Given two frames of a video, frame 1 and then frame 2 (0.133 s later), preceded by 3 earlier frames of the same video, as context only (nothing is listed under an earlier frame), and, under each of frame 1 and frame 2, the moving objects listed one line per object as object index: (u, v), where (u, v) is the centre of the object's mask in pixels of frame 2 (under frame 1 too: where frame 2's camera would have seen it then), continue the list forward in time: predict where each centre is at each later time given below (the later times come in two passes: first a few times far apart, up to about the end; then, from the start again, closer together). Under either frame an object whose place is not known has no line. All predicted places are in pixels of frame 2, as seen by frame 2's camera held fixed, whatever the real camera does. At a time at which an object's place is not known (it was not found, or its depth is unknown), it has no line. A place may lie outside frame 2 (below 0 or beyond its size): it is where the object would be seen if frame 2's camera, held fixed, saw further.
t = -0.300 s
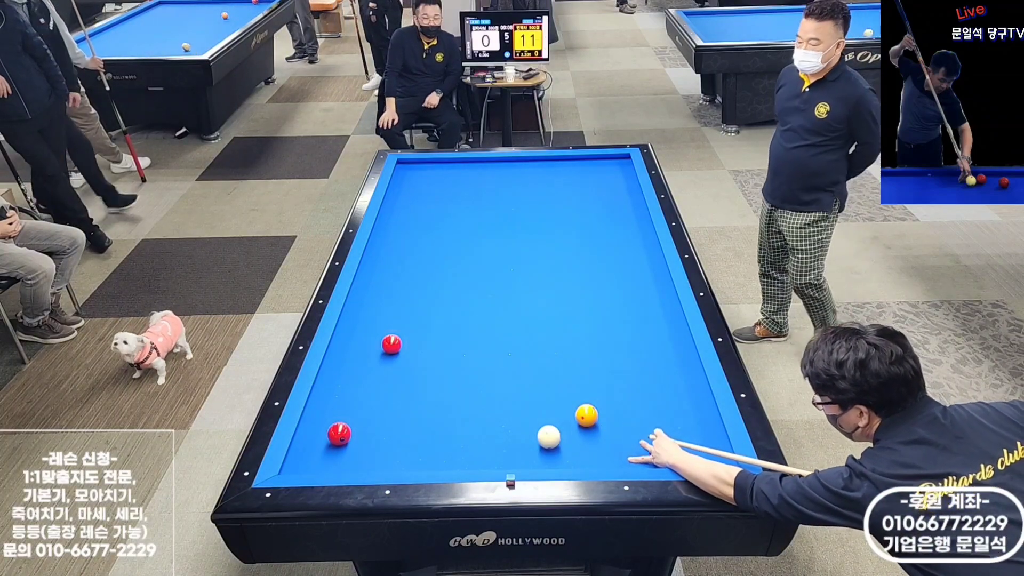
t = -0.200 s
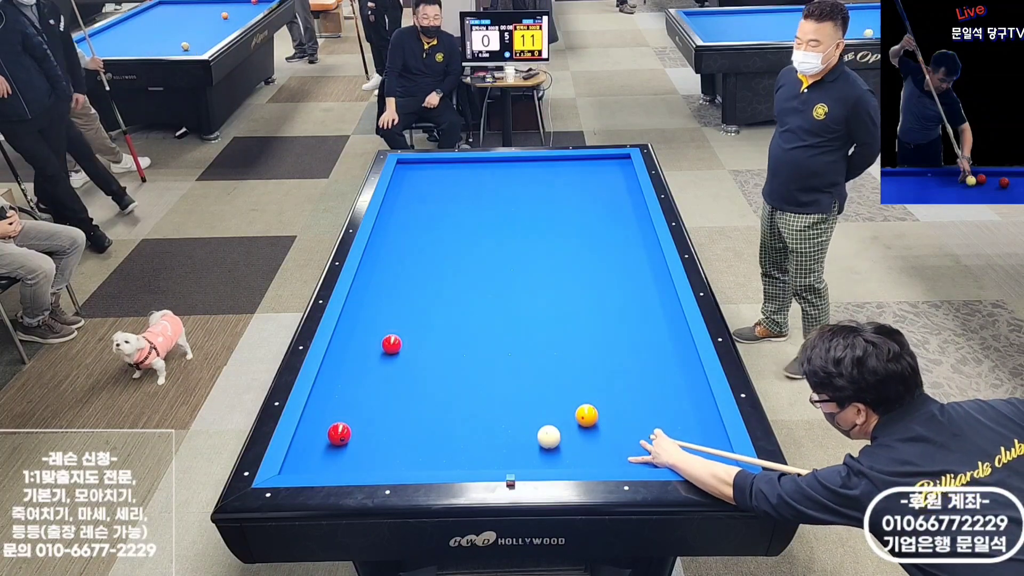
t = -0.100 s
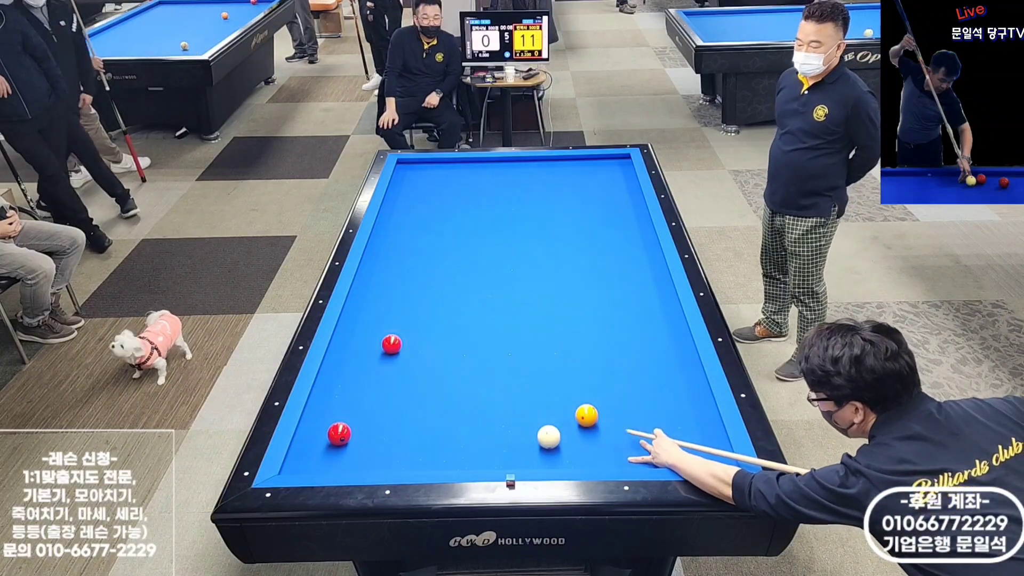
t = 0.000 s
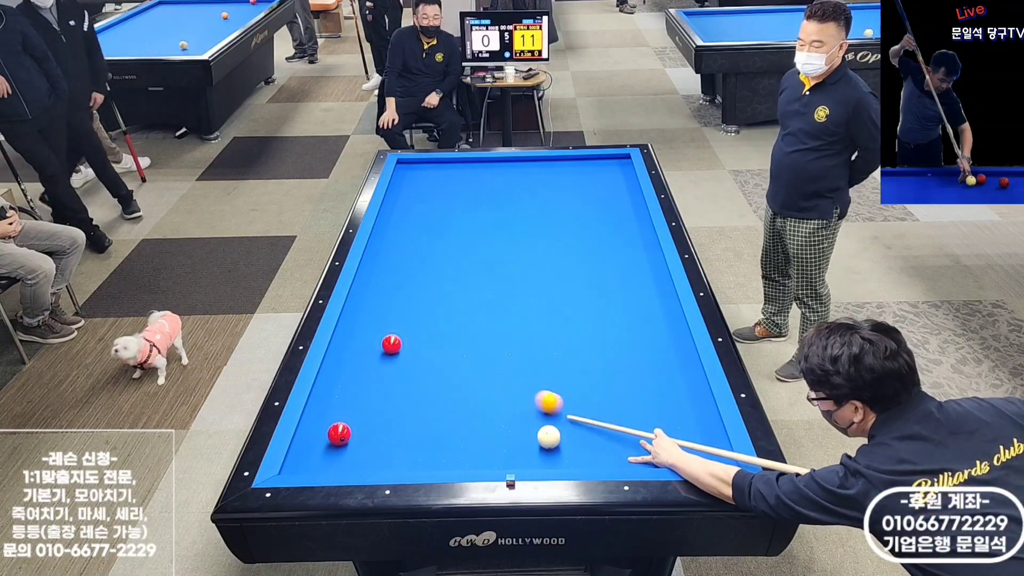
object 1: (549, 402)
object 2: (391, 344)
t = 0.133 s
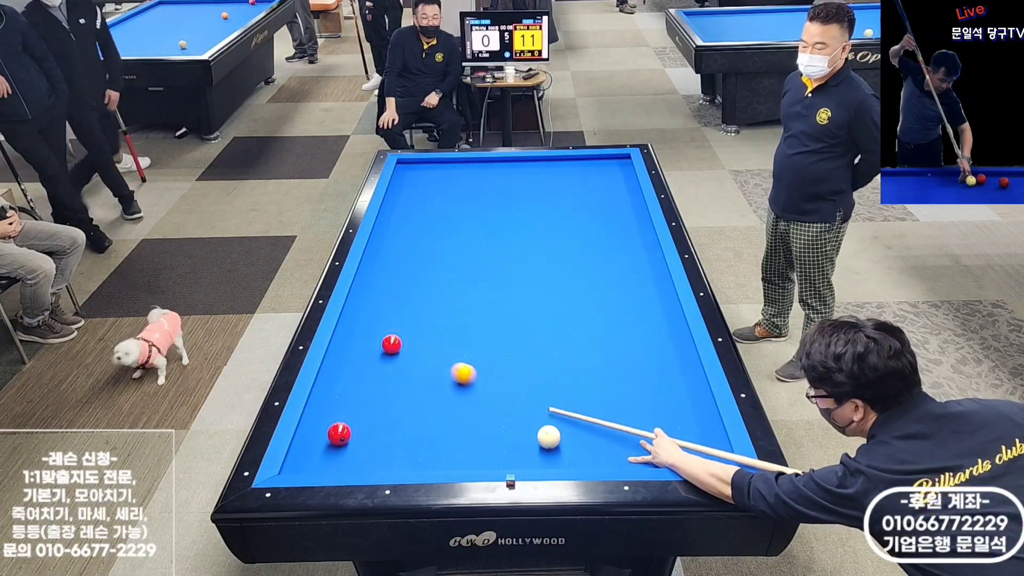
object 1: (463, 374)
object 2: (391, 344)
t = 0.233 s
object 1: (409, 356)
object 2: (391, 344)
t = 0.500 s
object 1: (350, 372)
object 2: (362, 297)
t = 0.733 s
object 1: (329, 389)
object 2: (402, 269)
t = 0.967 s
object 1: (340, 410)
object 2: (432, 245)
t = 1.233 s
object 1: (358, 423)
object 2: (462, 221)
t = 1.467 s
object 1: (377, 428)
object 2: (485, 203)
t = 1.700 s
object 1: (396, 434)
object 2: (506, 186)
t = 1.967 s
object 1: (416, 440)
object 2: (528, 168)
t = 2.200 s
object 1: (434, 444)
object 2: (545, 162)
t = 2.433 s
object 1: (451, 449)
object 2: (563, 170)
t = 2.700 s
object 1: (470, 454)
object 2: (585, 179)
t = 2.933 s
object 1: (486, 458)
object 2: (604, 187)
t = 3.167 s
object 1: (501, 460)
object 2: (624, 195)
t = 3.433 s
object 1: (519, 460)
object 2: (634, 204)
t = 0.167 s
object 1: (444, 367)
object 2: (391, 344)
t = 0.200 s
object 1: (426, 361)
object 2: (391, 344)
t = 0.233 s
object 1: (409, 356)
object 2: (391, 344)
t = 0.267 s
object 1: (397, 354)
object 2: (387, 339)
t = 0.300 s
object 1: (388, 357)
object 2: (381, 333)
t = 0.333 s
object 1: (381, 359)
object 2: (375, 326)
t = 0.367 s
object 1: (373, 362)
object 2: (368, 320)
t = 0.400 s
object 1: (367, 365)
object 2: (362, 314)
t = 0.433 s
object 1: (361, 367)
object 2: (356, 308)
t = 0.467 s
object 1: (355, 369)
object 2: (354, 302)
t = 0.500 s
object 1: (350, 372)
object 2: (362, 297)
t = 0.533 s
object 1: (344, 374)
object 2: (369, 293)
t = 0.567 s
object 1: (339, 377)
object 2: (375, 289)
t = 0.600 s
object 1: (334, 379)
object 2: (382, 284)
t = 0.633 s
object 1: (328, 381)
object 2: (387, 280)
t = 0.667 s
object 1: (324, 384)
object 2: (392, 277)
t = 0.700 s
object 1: (327, 387)
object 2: (397, 273)
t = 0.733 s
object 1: (329, 389)
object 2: (402, 269)
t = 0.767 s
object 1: (331, 392)
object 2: (406, 266)
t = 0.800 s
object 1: (332, 395)
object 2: (411, 262)
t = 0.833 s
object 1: (334, 398)
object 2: (415, 259)
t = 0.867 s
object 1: (335, 401)
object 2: (419, 255)
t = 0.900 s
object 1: (337, 404)
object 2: (423, 252)
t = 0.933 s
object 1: (338, 407)
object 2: (428, 249)
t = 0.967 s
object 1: (340, 410)
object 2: (432, 245)
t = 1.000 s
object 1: (342, 412)
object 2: (436, 242)
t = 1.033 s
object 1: (343, 414)
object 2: (440, 239)
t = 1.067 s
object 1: (345, 417)
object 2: (443, 236)
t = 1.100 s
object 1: (348, 419)
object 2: (447, 233)
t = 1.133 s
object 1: (351, 420)
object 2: (451, 230)
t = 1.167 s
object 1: (353, 421)
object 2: (455, 227)
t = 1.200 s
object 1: (356, 422)
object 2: (458, 224)
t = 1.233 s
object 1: (358, 423)
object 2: (462, 221)
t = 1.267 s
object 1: (361, 424)
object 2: (465, 218)
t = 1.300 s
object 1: (364, 424)
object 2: (469, 216)
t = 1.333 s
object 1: (367, 425)
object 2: (472, 213)
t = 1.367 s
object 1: (369, 426)
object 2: (475, 210)
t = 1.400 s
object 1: (372, 427)
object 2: (479, 208)
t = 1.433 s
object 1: (374, 427)
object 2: (482, 205)
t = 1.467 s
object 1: (377, 428)
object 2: (485, 203)
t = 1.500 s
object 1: (380, 429)
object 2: (488, 200)
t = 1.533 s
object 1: (382, 430)
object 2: (491, 197)
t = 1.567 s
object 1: (385, 431)
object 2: (494, 195)
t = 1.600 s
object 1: (388, 431)
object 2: (497, 193)
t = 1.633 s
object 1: (390, 432)
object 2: (500, 190)
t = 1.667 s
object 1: (393, 433)
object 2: (503, 188)
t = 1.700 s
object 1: (396, 434)
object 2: (506, 186)
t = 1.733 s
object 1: (398, 435)
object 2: (509, 183)
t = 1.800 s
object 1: (403, 436)
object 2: (514, 179)
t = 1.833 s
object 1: (406, 437)
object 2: (517, 177)
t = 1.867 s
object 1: (408, 437)
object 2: (520, 174)
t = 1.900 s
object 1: (411, 438)
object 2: (522, 172)
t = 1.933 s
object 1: (414, 439)
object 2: (525, 170)
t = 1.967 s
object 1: (416, 440)
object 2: (528, 168)
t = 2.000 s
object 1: (419, 440)
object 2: (530, 166)
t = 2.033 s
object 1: (421, 441)
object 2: (533, 164)
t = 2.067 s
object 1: (424, 442)
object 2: (535, 162)
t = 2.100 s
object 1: (426, 442)
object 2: (538, 160)
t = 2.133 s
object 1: (429, 443)
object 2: (540, 159)
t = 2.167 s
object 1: (431, 444)
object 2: (543, 161)
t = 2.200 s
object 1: (434, 444)
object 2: (545, 162)
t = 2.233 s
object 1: (436, 445)
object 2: (548, 163)
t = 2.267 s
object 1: (439, 446)
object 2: (550, 165)
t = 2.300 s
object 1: (441, 446)
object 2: (553, 166)
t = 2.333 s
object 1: (444, 447)
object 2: (555, 167)
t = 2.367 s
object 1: (446, 448)
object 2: (558, 168)
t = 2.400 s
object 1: (448, 448)
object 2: (561, 169)
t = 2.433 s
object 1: (451, 449)
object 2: (563, 170)
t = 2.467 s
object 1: (453, 450)
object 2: (566, 171)
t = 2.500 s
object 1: (455, 450)
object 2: (569, 172)
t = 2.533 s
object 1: (458, 451)
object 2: (571, 173)
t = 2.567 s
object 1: (460, 452)
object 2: (574, 175)
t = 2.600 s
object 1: (463, 452)
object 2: (577, 176)
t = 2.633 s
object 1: (465, 453)
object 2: (579, 177)
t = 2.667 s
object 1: (467, 454)
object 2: (582, 178)
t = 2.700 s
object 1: (470, 454)
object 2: (585, 179)
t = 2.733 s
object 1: (472, 455)
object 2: (588, 180)
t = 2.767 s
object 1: (474, 456)
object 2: (590, 181)
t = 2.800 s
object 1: (477, 456)
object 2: (593, 182)
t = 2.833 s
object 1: (479, 457)
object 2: (596, 183)
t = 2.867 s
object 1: (481, 457)
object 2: (598, 185)
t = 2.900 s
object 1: (484, 458)
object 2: (601, 186)
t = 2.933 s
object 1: (486, 458)
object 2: (604, 187)
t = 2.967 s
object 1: (488, 458)
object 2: (607, 188)
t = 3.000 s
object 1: (490, 459)
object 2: (610, 189)
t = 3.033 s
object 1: (492, 459)
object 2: (612, 190)
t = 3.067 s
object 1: (495, 459)
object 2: (615, 191)
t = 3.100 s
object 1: (497, 460)
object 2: (618, 193)
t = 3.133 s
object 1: (499, 460)
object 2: (621, 194)
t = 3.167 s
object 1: (501, 460)
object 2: (624, 195)
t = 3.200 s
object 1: (503, 461)
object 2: (627, 196)
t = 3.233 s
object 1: (506, 461)
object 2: (630, 197)
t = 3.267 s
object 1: (508, 461)
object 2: (632, 199)
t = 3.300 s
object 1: (510, 461)
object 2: (636, 200)
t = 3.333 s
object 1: (512, 461)
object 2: (638, 201)
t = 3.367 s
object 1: (515, 461)
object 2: (636, 202)
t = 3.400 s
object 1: (517, 460)
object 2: (635, 203)
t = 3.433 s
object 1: (519, 460)
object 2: (634, 204)
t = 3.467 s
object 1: (522, 460)
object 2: (633, 206)
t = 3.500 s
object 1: (524, 460)
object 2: (632, 207)
